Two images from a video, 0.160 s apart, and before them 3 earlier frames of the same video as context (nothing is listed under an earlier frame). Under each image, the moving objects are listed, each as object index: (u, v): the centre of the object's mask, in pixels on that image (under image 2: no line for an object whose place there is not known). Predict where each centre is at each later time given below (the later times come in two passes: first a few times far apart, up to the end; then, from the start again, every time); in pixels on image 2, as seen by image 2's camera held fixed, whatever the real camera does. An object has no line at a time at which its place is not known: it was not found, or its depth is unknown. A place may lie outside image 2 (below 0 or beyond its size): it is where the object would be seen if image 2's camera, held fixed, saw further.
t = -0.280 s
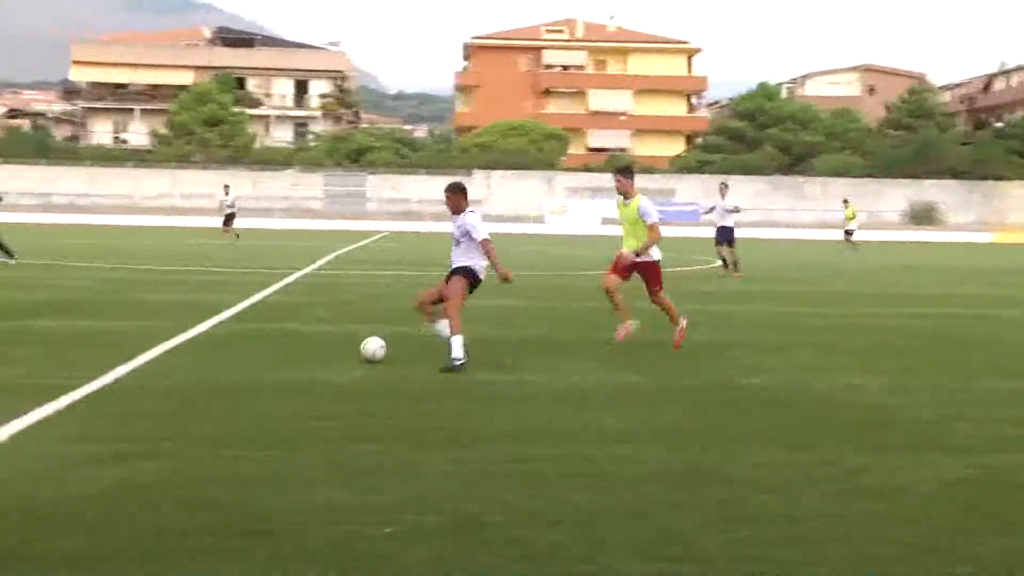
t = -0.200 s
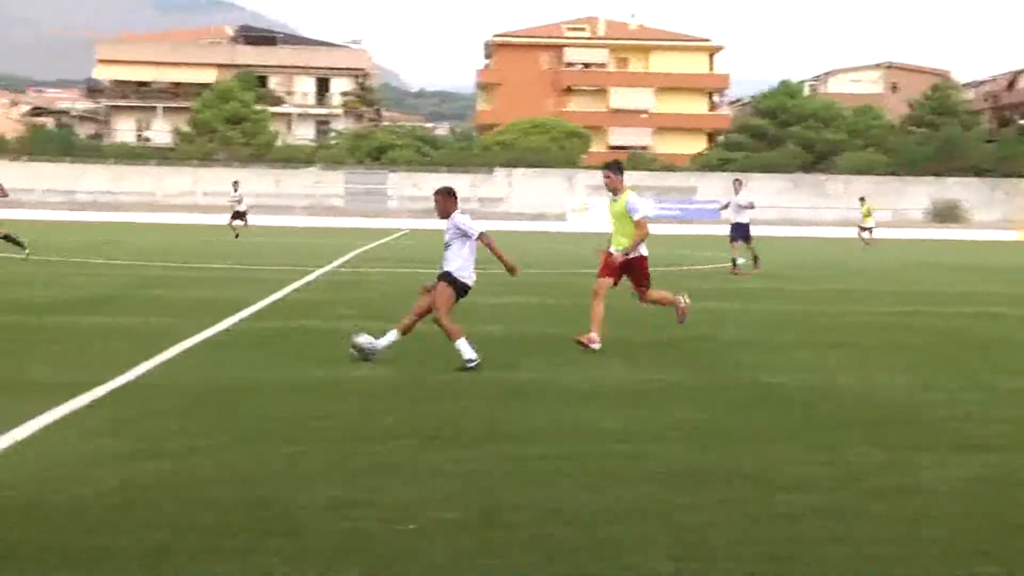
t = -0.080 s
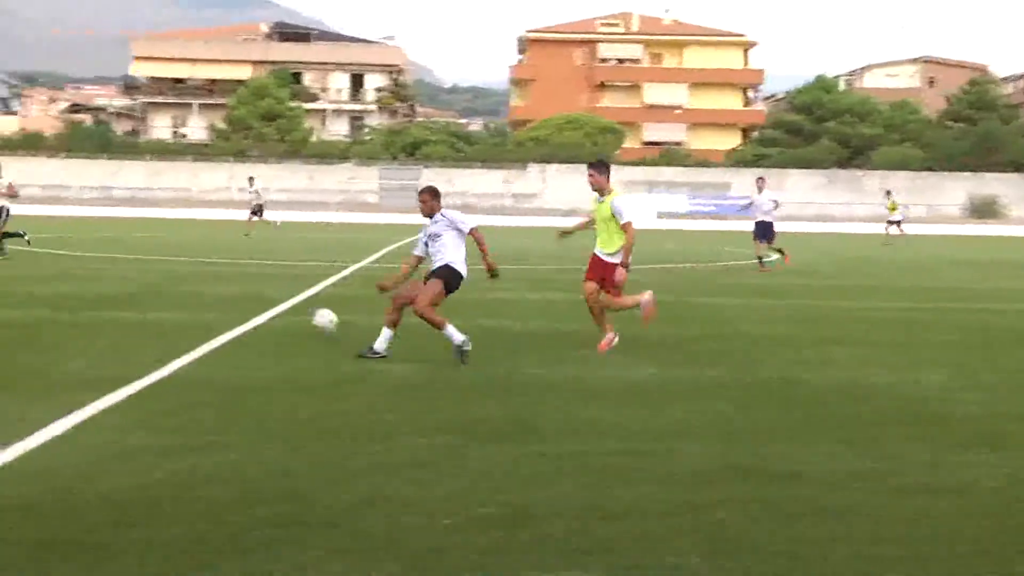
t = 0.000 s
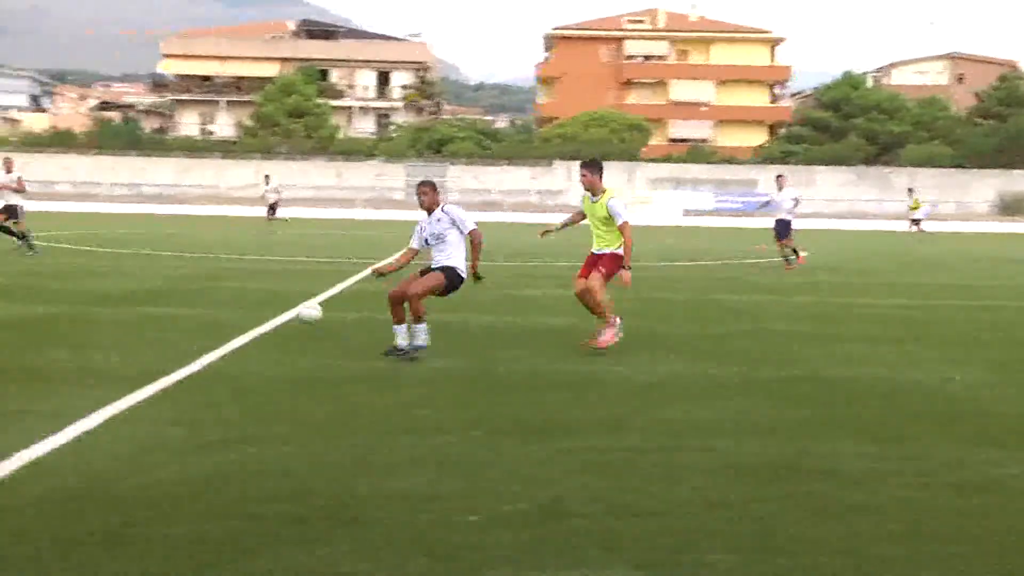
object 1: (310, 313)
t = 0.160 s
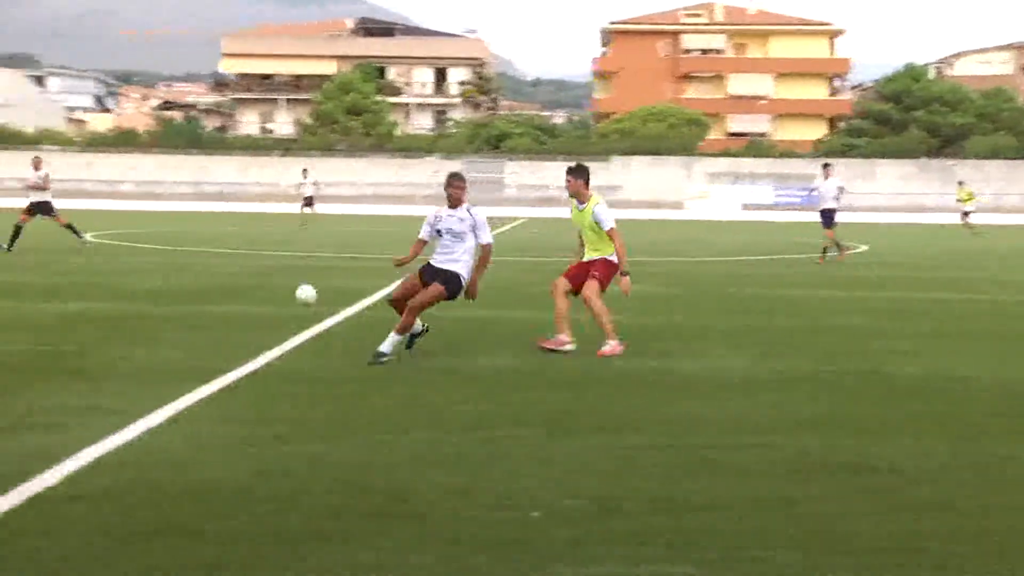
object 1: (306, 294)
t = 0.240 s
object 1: (285, 288)
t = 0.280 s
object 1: (275, 287)
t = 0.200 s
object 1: (293, 290)
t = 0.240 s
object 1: (285, 288)
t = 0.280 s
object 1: (275, 287)
